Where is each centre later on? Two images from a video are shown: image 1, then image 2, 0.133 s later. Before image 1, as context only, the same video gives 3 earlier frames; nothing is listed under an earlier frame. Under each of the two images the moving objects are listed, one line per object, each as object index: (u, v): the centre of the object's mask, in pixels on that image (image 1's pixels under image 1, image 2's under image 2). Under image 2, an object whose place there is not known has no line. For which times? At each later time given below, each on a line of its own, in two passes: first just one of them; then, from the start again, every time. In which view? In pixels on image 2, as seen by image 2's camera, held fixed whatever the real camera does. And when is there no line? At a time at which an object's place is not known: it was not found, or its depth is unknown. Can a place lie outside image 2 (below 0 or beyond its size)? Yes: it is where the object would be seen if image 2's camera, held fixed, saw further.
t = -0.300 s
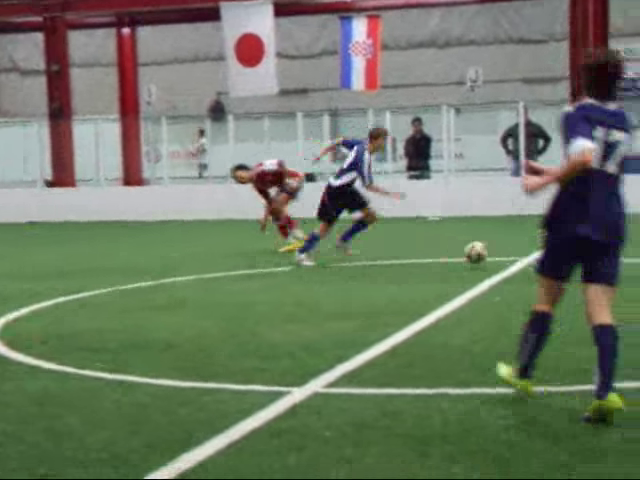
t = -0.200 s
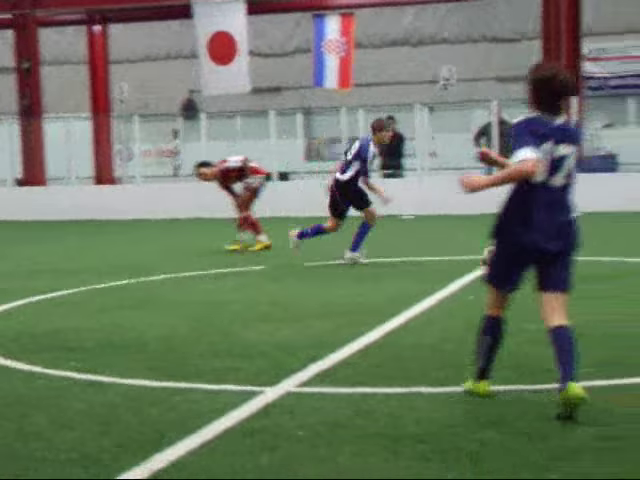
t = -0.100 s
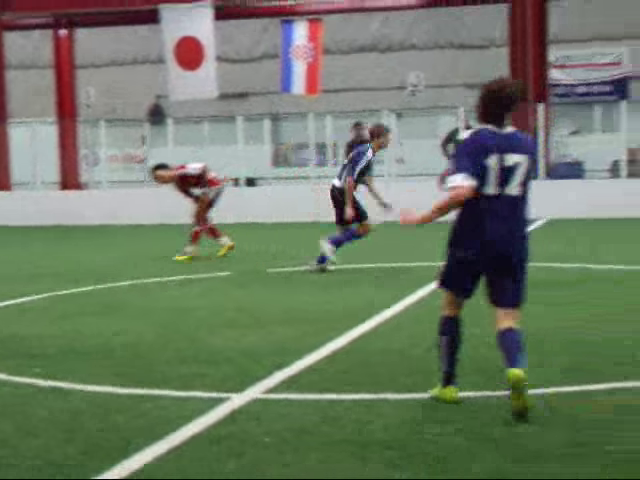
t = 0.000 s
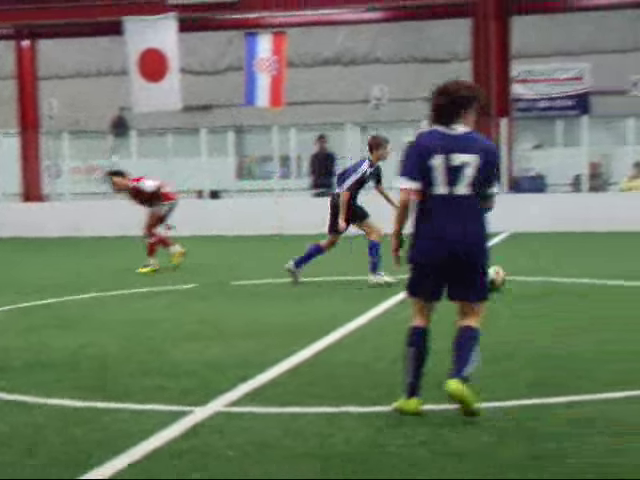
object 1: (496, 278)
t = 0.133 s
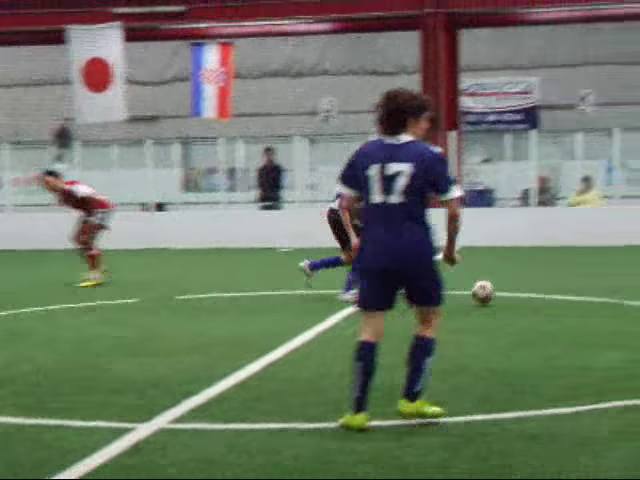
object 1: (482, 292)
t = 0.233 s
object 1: (511, 294)
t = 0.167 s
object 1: (492, 294)
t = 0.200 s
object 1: (501, 295)
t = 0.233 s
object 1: (511, 294)
